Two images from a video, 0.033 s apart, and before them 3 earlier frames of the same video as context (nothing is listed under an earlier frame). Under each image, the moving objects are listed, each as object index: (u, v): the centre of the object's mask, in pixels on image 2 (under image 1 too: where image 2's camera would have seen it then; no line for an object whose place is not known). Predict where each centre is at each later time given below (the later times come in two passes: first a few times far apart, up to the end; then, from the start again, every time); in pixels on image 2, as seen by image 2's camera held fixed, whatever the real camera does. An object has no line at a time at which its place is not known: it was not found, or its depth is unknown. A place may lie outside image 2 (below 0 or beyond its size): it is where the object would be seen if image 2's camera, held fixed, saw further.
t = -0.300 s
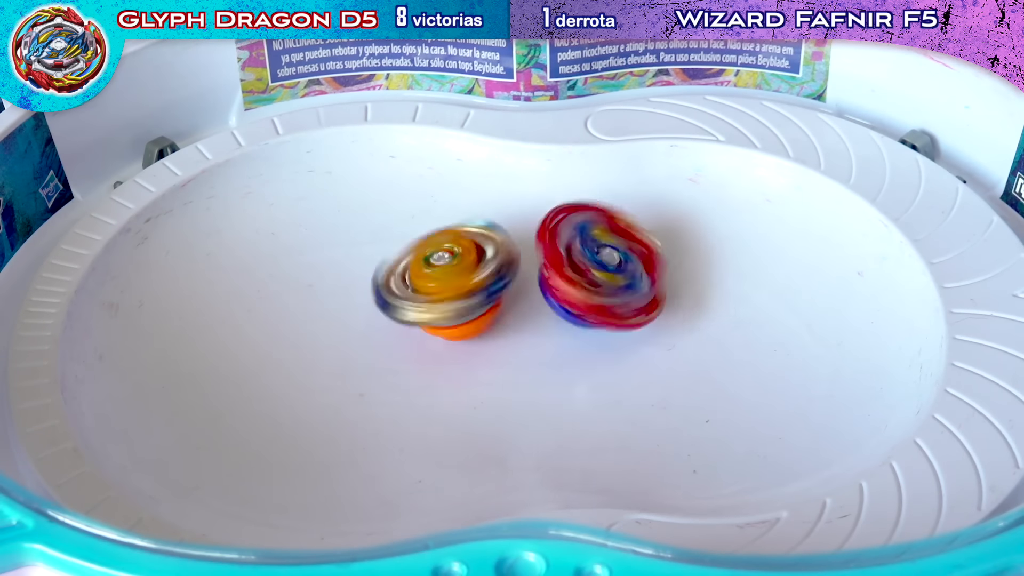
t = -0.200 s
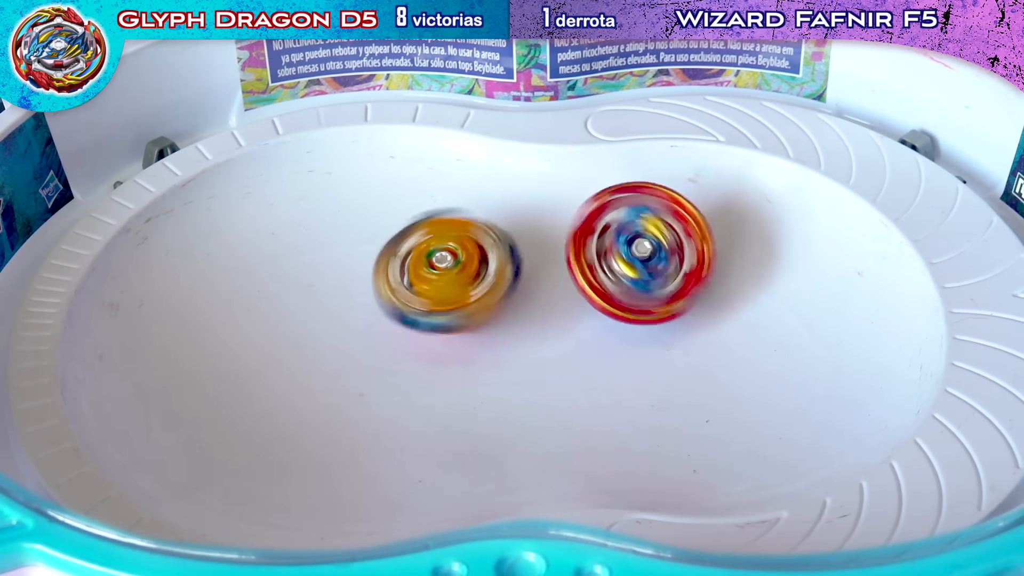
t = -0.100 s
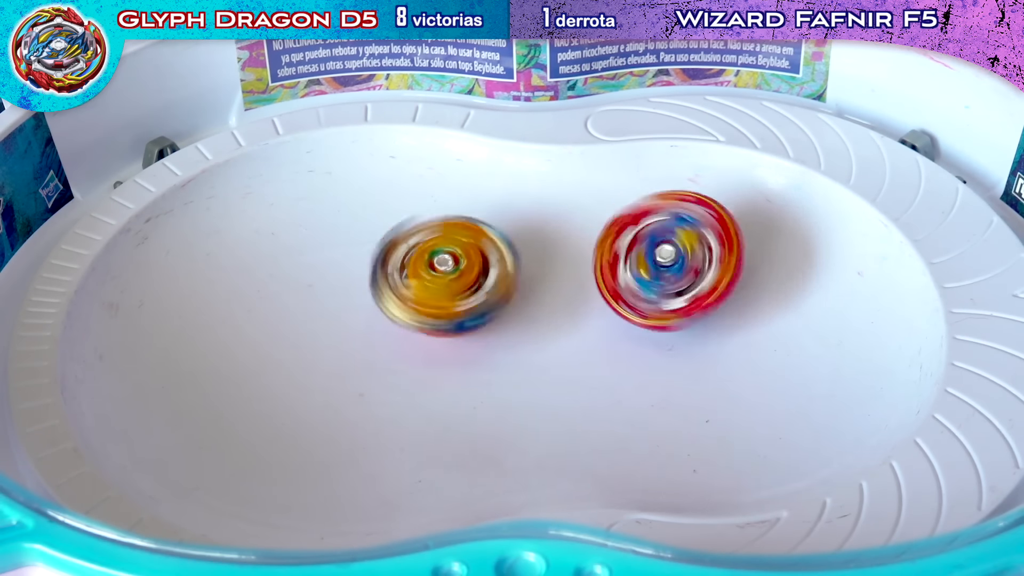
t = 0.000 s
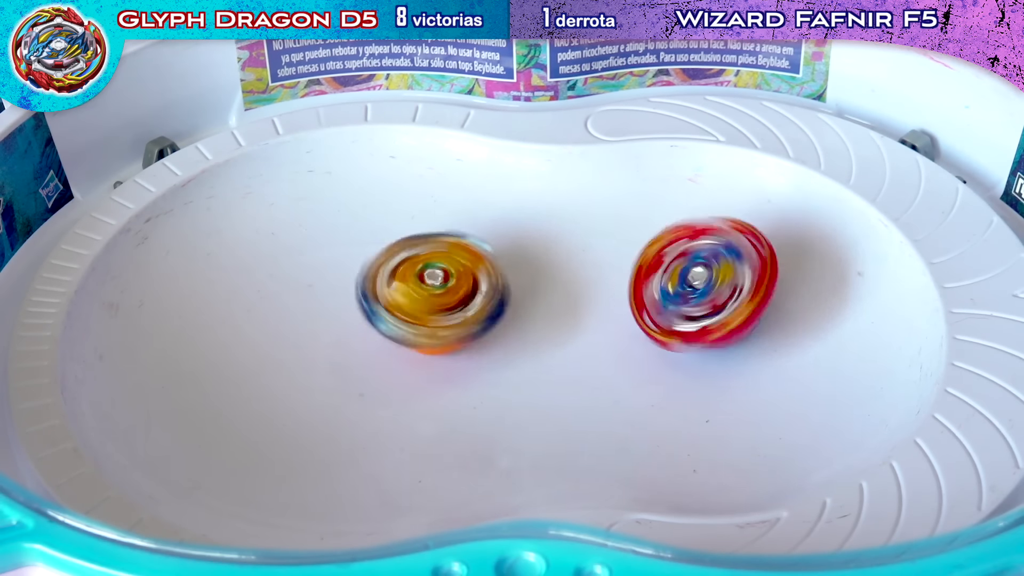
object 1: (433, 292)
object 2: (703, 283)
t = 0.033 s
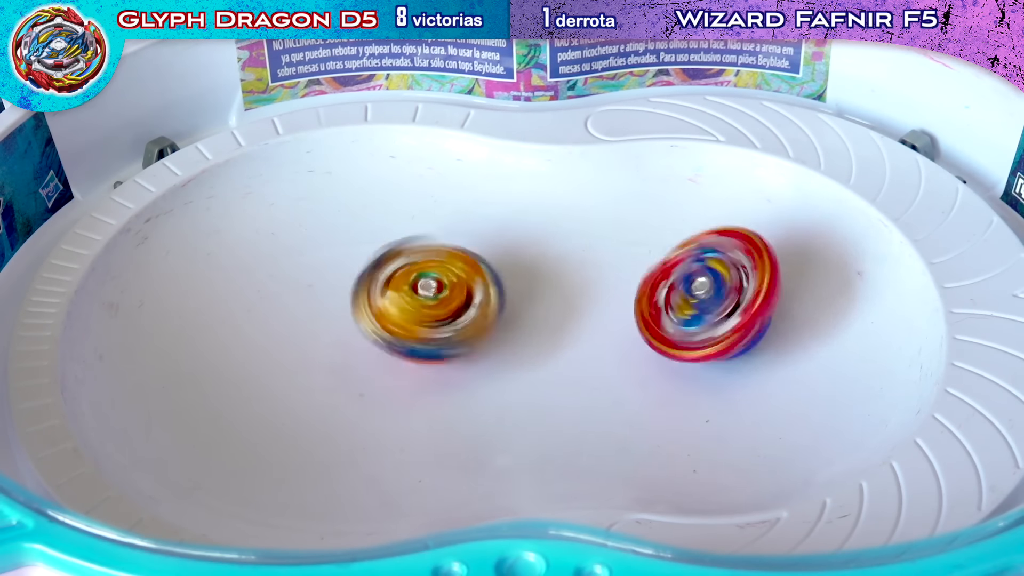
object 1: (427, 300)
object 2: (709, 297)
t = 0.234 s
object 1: (376, 358)
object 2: (694, 363)
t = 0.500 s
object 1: (320, 393)
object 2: (593, 346)
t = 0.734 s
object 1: (335, 359)
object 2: (566, 245)
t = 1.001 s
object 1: (371, 287)
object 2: (572, 265)
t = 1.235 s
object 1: (379, 262)
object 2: (530, 356)
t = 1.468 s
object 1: (327, 291)
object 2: (444, 346)
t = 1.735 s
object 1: (320, 364)
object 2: (468, 313)
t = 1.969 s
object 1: (383, 379)
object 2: (522, 307)
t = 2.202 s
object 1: (405, 324)
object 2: (565, 337)
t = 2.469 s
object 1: (365, 276)
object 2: (550, 347)
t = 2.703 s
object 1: (318, 301)
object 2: (538, 302)
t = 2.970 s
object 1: (366, 354)
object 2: (539, 276)
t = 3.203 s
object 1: (426, 356)
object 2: (562, 295)
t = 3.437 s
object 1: (352, 364)
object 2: (612, 336)
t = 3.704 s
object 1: (312, 358)
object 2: (570, 344)
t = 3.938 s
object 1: (331, 327)
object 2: (561, 286)
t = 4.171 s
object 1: (345, 284)
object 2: (571, 287)
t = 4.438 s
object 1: (352, 289)
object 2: (525, 335)
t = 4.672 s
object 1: (334, 327)
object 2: (511, 333)
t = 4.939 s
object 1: (334, 347)
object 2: (519, 354)
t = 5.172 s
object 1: (369, 323)
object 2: (515, 327)
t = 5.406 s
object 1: (316, 316)
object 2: (577, 329)
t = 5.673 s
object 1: (369, 343)
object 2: (561, 355)
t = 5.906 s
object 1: (420, 292)
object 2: (576, 306)
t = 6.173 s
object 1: (373, 306)
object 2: (603, 341)
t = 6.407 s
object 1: (387, 365)
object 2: (558, 320)
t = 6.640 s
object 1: (413, 322)
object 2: (567, 293)
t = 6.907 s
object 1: (408, 342)
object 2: (545, 328)
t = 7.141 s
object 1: (388, 352)
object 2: (525, 285)
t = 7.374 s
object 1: (326, 339)
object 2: (534, 302)
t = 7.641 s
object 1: (281, 354)
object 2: (538, 310)
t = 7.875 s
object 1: (296, 363)
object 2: (523, 312)
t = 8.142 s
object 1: (302, 368)
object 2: (493, 323)
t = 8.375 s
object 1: (296, 357)
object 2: (476, 319)
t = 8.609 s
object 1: (302, 366)
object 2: (467, 329)
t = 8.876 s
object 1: (299, 362)
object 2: (464, 339)
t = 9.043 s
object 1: (297, 358)
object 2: (464, 343)
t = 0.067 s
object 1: (421, 310)
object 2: (715, 306)
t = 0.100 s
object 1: (413, 318)
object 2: (717, 318)
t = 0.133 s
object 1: (401, 327)
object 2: (716, 331)
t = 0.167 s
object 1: (397, 338)
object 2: (714, 342)
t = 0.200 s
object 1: (385, 347)
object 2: (706, 352)
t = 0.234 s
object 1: (376, 358)
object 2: (694, 363)
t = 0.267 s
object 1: (366, 366)
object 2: (684, 370)
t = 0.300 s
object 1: (358, 375)
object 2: (673, 374)
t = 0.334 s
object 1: (349, 380)
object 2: (656, 375)
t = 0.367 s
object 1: (341, 386)
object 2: (640, 375)
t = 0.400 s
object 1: (334, 389)
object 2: (629, 373)
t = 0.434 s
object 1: (328, 391)
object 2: (616, 366)
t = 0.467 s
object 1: (325, 393)
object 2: (602, 356)
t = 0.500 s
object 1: (320, 393)
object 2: (593, 346)
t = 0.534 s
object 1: (319, 391)
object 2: (585, 333)
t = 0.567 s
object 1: (319, 388)
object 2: (576, 317)
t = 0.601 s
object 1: (320, 385)
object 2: (571, 303)
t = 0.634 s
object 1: (322, 380)
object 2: (570, 288)
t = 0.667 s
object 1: (325, 374)
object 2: (567, 271)
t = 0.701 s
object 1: (330, 367)
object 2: (564, 257)
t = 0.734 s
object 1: (335, 359)
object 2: (566, 245)
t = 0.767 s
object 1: (339, 351)
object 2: (564, 234)
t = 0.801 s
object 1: (346, 342)
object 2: (564, 228)
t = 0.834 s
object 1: (350, 332)
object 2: (565, 228)
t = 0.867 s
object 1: (355, 323)
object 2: (567, 230)
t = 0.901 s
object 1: (361, 313)
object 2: (567, 232)
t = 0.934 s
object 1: (363, 305)
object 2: (569, 241)
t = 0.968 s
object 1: (368, 296)
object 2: (571, 253)
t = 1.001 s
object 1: (371, 287)
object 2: (572, 265)
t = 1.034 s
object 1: (374, 279)
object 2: (572, 280)
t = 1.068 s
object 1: (377, 272)
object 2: (570, 296)
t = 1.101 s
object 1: (379, 266)
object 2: (570, 308)
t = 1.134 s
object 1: (381, 262)
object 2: (563, 322)
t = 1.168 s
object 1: (382, 259)
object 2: (553, 336)
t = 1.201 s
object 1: (380, 259)
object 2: (545, 346)
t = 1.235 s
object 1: (379, 262)
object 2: (530, 356)
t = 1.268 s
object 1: (375, 264)
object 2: (513, 364)
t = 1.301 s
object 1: (373, 269)
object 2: (501, 367)
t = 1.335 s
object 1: (369, 273)
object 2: (486, 367)
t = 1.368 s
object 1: (364, 279)
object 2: (467, 365)
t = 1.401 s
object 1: (351, 280)
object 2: (462, 359)
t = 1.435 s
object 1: (340, 285)
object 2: (453, 355)
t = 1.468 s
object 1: (327, 291)
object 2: (444, 346)
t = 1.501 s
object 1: (316, 297)
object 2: (438, 341)
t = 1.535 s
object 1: (308, 307)
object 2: (446, 336)
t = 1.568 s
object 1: (304, 317)
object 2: (448, 330)
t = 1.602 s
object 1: (303, 327)
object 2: (451, 325)
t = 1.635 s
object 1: (305, 337)
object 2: (457, 322)
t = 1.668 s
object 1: (306, 347)
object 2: (465, 319)
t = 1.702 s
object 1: (311, 355)
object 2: (467, 317)
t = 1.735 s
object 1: (320, 364)
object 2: (468, 313)
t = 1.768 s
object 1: (329, 372)
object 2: (474, 312)
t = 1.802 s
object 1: (340, 376)
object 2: (481, 311)
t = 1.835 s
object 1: (350, 380)
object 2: (487, 309)
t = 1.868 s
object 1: (357, 381)
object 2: (501, 307)
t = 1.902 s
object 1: (366, 381)
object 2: (510, 310)
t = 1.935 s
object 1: (376, 381)
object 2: (515, 309)
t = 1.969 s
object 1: (383, 379)
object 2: (522, 307)
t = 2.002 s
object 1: (388, 375)
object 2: (535, 309)
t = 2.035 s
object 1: (394, 369)
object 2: (546, 312)
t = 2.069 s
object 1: (399, 362)
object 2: (549, 317)
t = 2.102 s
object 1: (401, 354)
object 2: (551, 324)
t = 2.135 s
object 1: (403, 344)
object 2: (558, 327)
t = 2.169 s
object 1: (404, 334)
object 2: (563, 331)
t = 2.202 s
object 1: (405, 324)
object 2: (565, 337)
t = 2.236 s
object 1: (404, 313)
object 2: (565, 342)
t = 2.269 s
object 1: (400, 304)
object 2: (562, 346)
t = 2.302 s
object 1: (396, 296)
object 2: (560, 350)
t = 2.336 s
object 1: (391, 289)
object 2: (563, 352)
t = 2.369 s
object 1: (388, 282)
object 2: (561, 351)
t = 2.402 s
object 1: (381, 277)
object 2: (554, 351)
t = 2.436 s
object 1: (371, 276)
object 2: (552, 351)
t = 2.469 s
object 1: (365, 276)
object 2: (550, 347)
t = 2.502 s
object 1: (358, 275)
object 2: (546, 343)
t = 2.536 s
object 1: (348, 276)
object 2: (546, 338)
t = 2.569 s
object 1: (338, 280)
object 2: (541, 330)
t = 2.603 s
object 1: (331, 284)
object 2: (536, 323)
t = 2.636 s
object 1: (327, 289)
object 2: (537, 317)
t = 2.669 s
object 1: (321, 295)
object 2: (539, 309)
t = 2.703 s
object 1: (318, 301)
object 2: (538, 302)
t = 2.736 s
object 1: (317, 309)
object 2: (538, 295)
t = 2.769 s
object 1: (320, 317)
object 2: (538, 287)
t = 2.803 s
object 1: (322, 324)
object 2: (537, 282)
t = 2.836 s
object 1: (327, 332)
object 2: (540, 278)
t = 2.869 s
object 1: (334, 338)
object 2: (542, 275)
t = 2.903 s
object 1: (346, 344)
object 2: (539, 275)
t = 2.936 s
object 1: (356, 351)
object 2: (538, 276)
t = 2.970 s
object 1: (366, 354)
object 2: (539, 276)
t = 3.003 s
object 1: (377, 355)
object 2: (538, 280)
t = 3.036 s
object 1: (391, 357)
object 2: (538, 286)
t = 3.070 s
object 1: (404, 359)
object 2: (539, 289)
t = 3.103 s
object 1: (407, 364)
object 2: (551, 287)
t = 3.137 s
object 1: (410, 362)
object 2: (556, 291)
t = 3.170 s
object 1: (417, 359)
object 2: (559, 293)
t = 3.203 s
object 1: (426, 356)
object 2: (562, 295)
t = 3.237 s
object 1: (415, 355)
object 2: (577, 297)
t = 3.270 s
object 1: (406, 356)
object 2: (593, 297)
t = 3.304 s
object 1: (399, 356)
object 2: (602, 305)
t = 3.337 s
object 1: (390, 354)
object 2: (608, 313)
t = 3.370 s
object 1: (377, 356)
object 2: (606, 323)
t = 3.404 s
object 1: (362, 359)
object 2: (608, 331)
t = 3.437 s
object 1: (352, 364)
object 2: (612, 336)
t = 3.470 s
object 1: (347, 366)
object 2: (611, 343)
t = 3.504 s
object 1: (341, 364)
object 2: (610, 346)
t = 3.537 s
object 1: (330, 362)
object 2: (600, 350)
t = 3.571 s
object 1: (321, 363)
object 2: (595, 353)
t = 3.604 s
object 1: (313, 363)
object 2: (585, 355)
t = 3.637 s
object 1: (309, 363)
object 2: (580, 356)
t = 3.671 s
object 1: (311, 361)
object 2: (577, 352)
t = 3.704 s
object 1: (312, 358)
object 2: (570, 344)
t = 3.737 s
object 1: (311, 357)
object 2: (566, 336)
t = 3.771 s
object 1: (310, 354)
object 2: (557, 325)
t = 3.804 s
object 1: (310, 350)
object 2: (555, 317)
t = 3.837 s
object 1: (315, 344)
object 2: (553, 307)
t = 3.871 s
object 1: (322, 337)
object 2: (557, 300)
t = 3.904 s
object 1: (329, 331)
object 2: (562, 292)
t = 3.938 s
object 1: (331, 327)
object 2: (561, 286)
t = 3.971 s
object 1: (333, 321)
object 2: (560, 280)
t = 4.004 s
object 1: (334, 315)
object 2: (560, 271)
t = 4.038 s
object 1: (338, 306)
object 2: (564, 270)
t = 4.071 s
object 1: (345, 298)
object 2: (569, 268)
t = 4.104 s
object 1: (349, 292)
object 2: (571, 273)
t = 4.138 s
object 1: (348, 287)
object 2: (574, 279)
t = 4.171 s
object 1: (345, 284)
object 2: (571, 287)
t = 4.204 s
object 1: (345, 282)
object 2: (570, 296)
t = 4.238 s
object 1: (348, 279)
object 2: (571, 302)
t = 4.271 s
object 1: (349, 277)
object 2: (568, 310)
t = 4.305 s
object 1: (350, 279)
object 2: (567, 315)
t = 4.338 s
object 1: (348, 280)
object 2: (555, 322)
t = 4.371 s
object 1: (345, 282)
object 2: (549, 327)
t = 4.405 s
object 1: (346, 285)
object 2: (535, 331)
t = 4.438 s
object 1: (352, 289)
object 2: (525, 335)
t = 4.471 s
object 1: (357, 294)
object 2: (515, 334)
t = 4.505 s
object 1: (359, 300)
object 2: (503, 330)
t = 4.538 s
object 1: (359, 304)
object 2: (496, 325)
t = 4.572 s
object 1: (359, 308)
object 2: (496, 320)
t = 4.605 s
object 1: (352, 311)
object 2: (504, 320)
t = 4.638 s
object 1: (338, 317)
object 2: (511, 327)
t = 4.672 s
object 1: (334, 327)
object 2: (511, 333)
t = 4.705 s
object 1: (334, 327)
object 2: (511, 332)
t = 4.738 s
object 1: (329, 328)
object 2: (517, 334)
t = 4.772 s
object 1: (323, 332)
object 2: (529, 336)
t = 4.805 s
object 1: (318, 335)
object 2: (532, 340)
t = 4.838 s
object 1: (316, 338)
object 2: (539, 342)
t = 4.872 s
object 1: (319, 342)
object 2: (535, 346)
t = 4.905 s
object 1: (326, 346)
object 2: (530, 349)
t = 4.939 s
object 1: (334, 347)
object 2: (519, 354)
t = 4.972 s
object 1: (345, 350)
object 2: (519, 356)
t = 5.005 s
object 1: (353, 353)
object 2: (514, 359)
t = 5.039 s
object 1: (360, 352)
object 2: (517, 357)
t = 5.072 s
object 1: (365, 346)
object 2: (515, 349)
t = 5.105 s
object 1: (368, 339)
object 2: (520, 344)
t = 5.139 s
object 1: (368, 332)
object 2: (518, 334)
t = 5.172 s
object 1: (369, 323)
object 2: (515, 327)
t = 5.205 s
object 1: (360, 318)
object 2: (524, 319)
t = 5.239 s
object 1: (348, 318)
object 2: (536, 317)
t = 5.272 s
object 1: (339, 316)
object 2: (546, 317)
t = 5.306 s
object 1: (330, 314)
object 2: (554, 319)
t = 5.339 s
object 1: (323, 314)
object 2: (562, 320)
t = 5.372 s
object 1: (317, 314)
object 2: (568, 325)
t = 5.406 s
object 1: (316, 316)
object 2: (577, 329)
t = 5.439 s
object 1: (315, 321)
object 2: (581, 337)
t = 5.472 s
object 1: (314, 327)
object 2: (587, 342)
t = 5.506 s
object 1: (316, 334)
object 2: (584, 349)
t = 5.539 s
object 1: (323, 340)
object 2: (584, 353)
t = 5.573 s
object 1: (330, 343)
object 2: (577, 358)
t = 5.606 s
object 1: (343, 345)
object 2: (572, 359)
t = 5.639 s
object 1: (356, 345)
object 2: (565, 359)
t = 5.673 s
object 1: (369, 343)
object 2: (561, 355)
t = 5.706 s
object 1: (381, 339)
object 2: (557, 351)
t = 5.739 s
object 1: (392, 330)
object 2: (556, 341)
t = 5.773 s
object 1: (403, 318)
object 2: (557, 334)
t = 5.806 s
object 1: (413, 310)
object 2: (560, 323)
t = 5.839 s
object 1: (421, 302)
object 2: (562, 316)
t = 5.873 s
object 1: (424, 296)
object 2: (568, 308)
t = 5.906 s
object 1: (420, 292)
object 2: (576, 306)
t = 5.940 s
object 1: (412, 290)
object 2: (584, 306)
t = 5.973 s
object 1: (401, 285)
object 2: (588, 308)
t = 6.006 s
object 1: (399, 285)
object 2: (593, 311)
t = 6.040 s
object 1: (395, 286)
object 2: (596, 314)
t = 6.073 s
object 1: (390, 289)
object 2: (603, 319)
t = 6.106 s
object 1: (384, 293)
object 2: (605, 328)
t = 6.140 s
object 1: (376, 297)
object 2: (609, 334)
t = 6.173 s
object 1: (373, 306)
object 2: (603, 341)
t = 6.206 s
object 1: (369, 317)
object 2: (600, 344)
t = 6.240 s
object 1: (362, 327)
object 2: (588, 345)
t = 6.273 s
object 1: (363, 335)
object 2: (582, 344)
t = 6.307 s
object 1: (368, 342)
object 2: (570, 340)
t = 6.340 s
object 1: (375, 353)
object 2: (565, 335)
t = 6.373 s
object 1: (383, 361)
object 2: (558, 328)
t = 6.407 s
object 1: (387, 365)
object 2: (558, 320)
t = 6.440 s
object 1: (394, 365)
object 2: (559, 312)
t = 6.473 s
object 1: (398, 364)
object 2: (564, 303)
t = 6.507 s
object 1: (403, 360)
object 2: (566, 299)
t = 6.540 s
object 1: (407, 351)
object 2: (567, 295)
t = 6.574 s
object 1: (406, 342)
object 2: (566, 293)
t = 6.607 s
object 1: (408, 330)
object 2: (567, 293)
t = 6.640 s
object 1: (413, 322)
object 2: (567, 293)
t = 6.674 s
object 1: (414, 317)
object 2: (573, 296)
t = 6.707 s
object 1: (412, 315)
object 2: (574, 303)
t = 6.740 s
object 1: (410, 315)
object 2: (578, 308)
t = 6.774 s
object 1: (408, 317)
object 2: (573, 317)
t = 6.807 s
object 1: (406, 320)
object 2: (570, 321)
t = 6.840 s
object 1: (406, 327)
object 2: (558, 315)
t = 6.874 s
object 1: (409, 335)
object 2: (553, 328)
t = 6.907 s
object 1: (408, 342)
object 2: (545, 328)
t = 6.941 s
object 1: (403, 351)
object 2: (538, 323)
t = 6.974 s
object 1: (398, 359)
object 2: (539, 308)
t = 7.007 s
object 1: (396, 363)
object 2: (533, 302)
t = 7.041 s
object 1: (395, 364)
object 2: (532, 300)
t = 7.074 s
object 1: (392, 363)
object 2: (527, 294)
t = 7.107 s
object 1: (392, 358)
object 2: (528, 289)
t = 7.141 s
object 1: (388, 352)
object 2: (525, 285)
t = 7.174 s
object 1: (381, 347)
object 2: (524, 285)
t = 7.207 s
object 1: (377, 342)
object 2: (520, 285)
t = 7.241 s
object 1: (375, 336)
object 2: (519, 287)
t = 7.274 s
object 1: (372, 330)
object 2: (514, 291)
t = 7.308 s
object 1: (365, 327)
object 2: (517, 292)
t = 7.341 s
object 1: (344, 332)
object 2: (525, 300)
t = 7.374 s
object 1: (326, 339)
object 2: (534, 302)
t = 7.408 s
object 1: (313, 348)
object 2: (541, 317)
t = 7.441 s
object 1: (301, 351)
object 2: (539, 302)
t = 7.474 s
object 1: (292, 352)
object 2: (544, 304)
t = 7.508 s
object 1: (286, 354)
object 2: (546, 300)
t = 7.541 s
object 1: (283, 355)
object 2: (545, 299)
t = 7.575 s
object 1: (283, 356)
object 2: (546, 304)
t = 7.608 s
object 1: (283, 355)
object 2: (543, 307)
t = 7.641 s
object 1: (281, 354)
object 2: (538, 310)
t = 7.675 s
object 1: (278, 355)
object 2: (529, 312)
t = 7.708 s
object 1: (278, 356)
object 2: (524, 310)
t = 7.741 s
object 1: (282, 356)
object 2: (522, 311)
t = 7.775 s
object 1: (286, 357)
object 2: (520, 312)
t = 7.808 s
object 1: (291, 359)
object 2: (522, 314)
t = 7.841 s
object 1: (294, 361)
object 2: (523, 310)
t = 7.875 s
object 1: (296, 363)
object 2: (523, 312)
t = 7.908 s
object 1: (298, 365)
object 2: (521, 313)
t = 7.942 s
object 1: (301, 367)
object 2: (517, 322)
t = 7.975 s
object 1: (302, 369)
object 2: (516, 323)
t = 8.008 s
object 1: (304, 369)
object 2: (513, 320)
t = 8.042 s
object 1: (304, 370)
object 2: (506, 322)
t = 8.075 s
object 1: (304, 370)
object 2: (502, 320)
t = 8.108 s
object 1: (303, 369)
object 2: (499, 321)
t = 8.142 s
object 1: (302, 368)
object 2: (493, 323)
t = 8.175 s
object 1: (300, 366)
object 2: (486, 324)
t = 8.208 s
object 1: (299, 364)
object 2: (478, 323)
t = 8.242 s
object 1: (298, 362)
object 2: (477, 323)
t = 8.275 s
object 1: (297, 360)
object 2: (478, 323)
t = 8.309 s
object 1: (296, 358)
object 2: (475, 321)
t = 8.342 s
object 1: (295, 357)
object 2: (475, 319)
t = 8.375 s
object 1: (296, 357)
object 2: (476, 319)
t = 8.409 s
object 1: (297, 357)
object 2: (476, 320)
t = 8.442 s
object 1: (297, 359)
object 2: (475, 321)
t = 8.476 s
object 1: (298, 360)
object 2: (473, 323)
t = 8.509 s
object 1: (298, 362)
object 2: (471, 325)
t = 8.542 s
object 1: (300, 363)
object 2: (469, 326)
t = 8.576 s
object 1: (301, 365)
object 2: (468, 328)
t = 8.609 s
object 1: (302, 366)
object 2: (467, 329)
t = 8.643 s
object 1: (303, 368)
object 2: (466, 330)
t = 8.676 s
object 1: (304, 368)
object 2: (466, 331)
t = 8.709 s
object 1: (304, 368)
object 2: (465, 332)
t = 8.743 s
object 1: (303, 367)
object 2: (465, 333)
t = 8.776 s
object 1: (302, 366)
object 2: (465, 334)
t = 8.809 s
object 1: (301, 364)
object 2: (465, 336)
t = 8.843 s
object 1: (300, 363)
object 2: (464, 338)
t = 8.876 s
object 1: (299, 362)
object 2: (464, 339)
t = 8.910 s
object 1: (298, 361)
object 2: (464, 341)
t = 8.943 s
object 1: (298, 359)
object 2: (464, 342)
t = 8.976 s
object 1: (297, 358)
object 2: (463, 343)
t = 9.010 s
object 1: (297, 358)
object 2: (463, 344)
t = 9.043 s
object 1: (297, 358)
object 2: (464, 343)
